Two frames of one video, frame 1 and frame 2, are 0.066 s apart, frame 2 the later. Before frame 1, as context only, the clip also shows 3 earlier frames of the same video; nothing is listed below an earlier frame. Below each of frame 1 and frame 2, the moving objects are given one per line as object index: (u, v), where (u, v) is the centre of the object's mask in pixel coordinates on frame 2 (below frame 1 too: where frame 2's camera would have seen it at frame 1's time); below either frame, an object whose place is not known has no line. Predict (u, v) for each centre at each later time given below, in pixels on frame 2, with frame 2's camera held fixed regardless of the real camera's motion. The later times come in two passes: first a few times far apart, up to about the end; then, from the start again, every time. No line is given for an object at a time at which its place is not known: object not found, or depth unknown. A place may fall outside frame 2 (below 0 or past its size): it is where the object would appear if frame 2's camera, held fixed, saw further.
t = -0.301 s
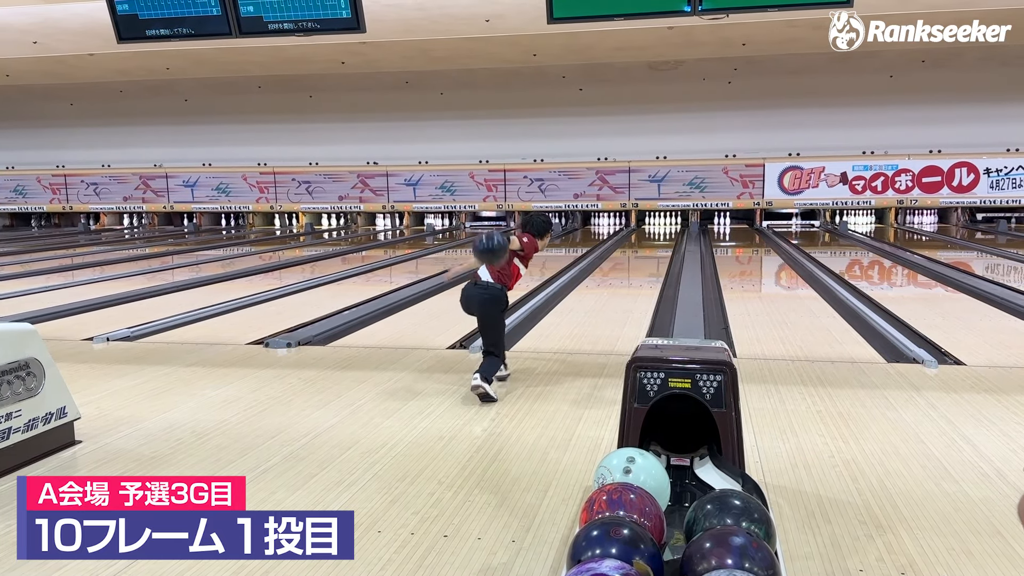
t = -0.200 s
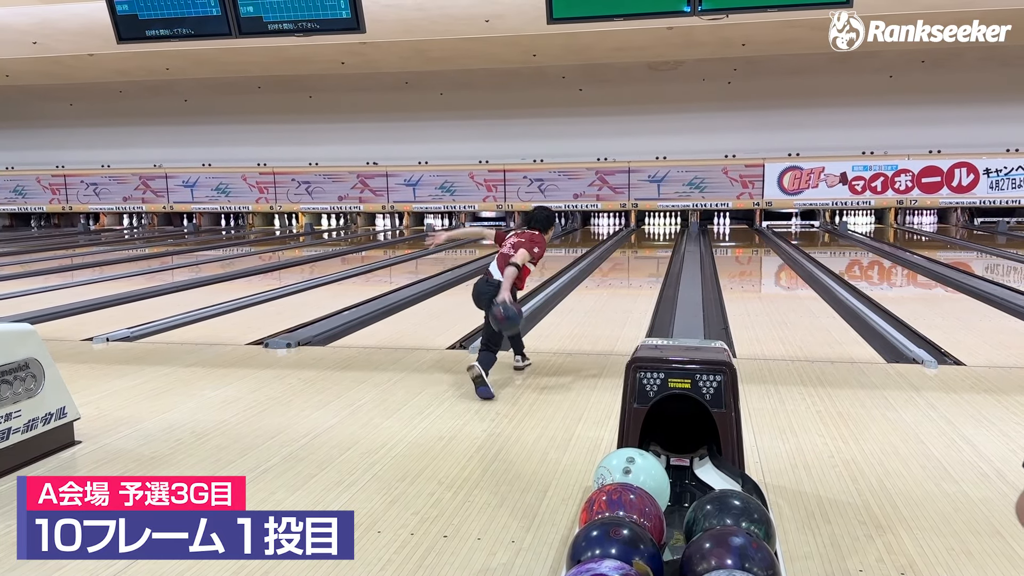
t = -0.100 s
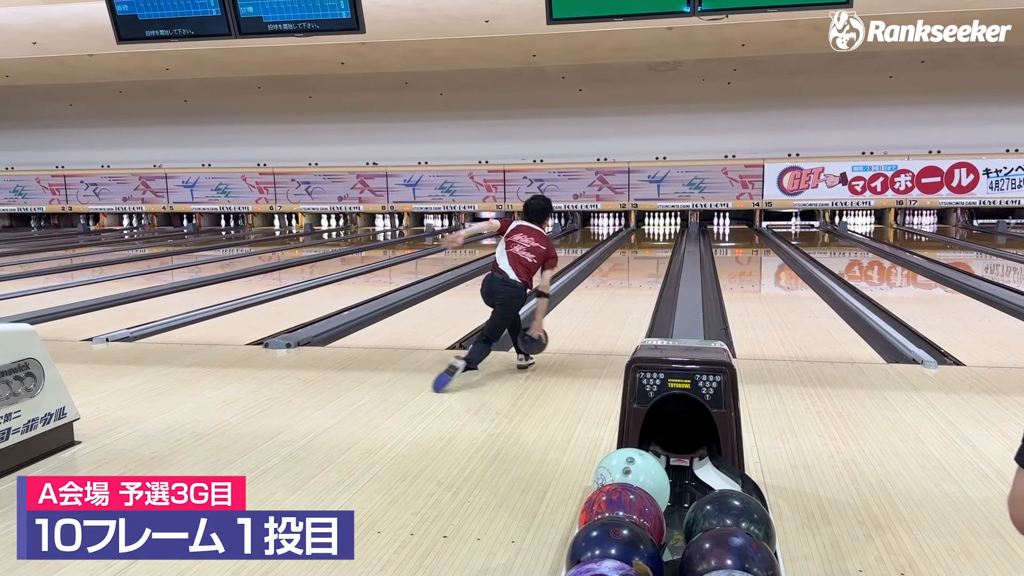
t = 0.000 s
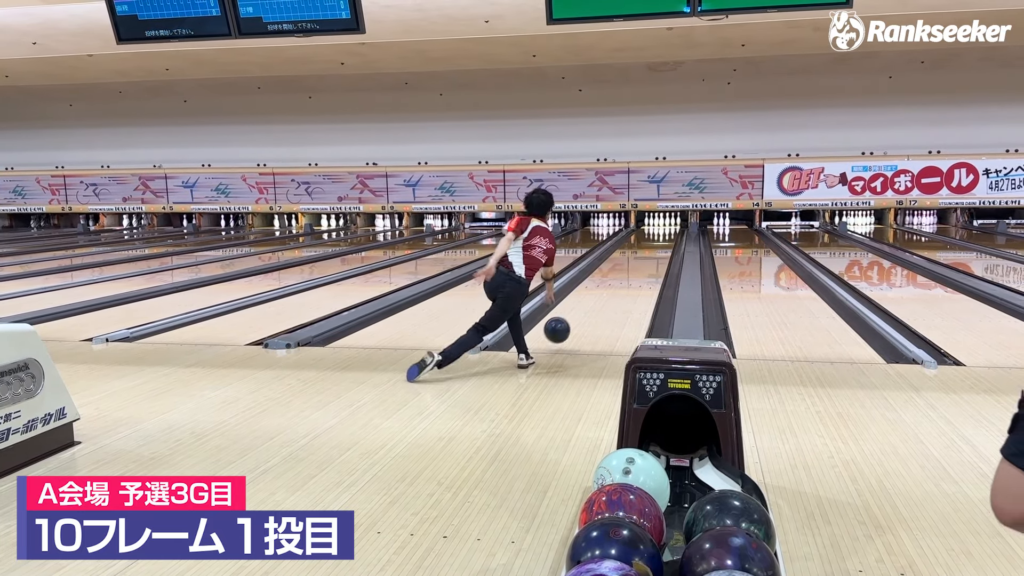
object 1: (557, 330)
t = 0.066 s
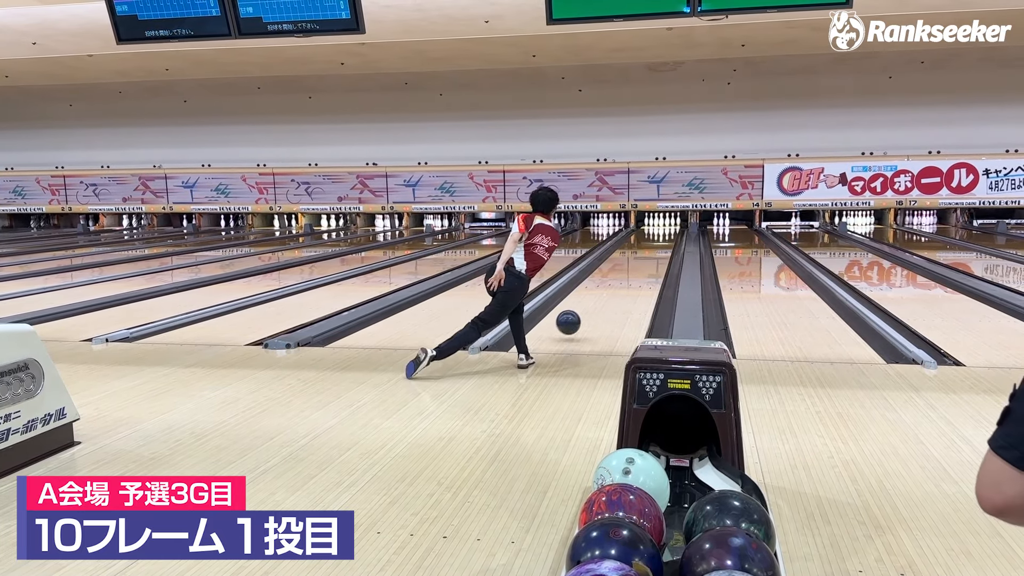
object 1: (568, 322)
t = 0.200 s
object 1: (587, 310)
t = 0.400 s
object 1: (607, 291)
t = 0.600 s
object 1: (623, 276)
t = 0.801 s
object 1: (634, 265)
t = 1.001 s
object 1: (643, 256)
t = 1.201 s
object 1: (650, 248)
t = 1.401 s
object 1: (655, 242)
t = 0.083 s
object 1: (571, 321)
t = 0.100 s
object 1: (574, 321)
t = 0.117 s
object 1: (576, 320)
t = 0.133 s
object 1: (578, 319)
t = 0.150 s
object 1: (581, 316)
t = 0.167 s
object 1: (583, 314)
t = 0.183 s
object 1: (585, 312)
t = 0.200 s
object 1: (587, 310)
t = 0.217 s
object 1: (589, 309)
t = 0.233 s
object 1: (591, 307)
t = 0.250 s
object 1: (593, 305)
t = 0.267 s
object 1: (595, 303)
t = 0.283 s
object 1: (596, 302)
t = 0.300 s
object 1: (598, 300)
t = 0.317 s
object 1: (600, 298)
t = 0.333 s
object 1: (601, 297)
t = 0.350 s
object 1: (603, 295)
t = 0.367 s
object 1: (605, 294)
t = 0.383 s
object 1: (606, 292)
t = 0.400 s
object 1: (607, 291)
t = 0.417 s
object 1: (609, 289)
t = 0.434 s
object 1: (610, 288)
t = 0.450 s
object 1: (612, 287)
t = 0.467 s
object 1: (613, 285)
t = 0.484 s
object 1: (614, 284)
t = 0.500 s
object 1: (616, 283)
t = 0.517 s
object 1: (617, 282)
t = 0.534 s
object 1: (618, 280)
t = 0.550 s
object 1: (619, 279)
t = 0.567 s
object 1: (620, 278)
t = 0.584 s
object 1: (622, 277)
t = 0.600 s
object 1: (623, 276)
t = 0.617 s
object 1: (624, 275)
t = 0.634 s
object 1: (625, 274)
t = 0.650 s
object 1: (626, 273)
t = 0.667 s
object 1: (627, 272)
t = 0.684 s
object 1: (628, 271)
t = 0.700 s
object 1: (629, 270)
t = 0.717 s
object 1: (630, 270)
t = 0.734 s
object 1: (631, 269)
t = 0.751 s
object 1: (632, 268)
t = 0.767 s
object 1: (632, 267)
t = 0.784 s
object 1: (633, 266)
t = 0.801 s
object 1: (634, 265)
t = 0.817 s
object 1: (635, 264)
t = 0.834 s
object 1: (636, 263)
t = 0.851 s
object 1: (636, 262)
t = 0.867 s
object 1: (637, 262)
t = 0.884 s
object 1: (638, 261)
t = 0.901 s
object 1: (639, 260)
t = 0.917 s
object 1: (639, 259)
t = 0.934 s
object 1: (640, 259)
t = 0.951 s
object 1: (641, 258)
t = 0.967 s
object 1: (641, 257)
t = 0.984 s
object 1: (642, 256)
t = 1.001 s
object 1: (643, 256)
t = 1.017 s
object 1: (644, 255)
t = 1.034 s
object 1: (644, 254)
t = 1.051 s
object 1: (645, 254)
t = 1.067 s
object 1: (645, 253)
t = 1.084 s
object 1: (646, 252)
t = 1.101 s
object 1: (647, 252)
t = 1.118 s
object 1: (647, 251)
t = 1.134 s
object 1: (648, 251)
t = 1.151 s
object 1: (648, 250)
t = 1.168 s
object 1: (649, 250)
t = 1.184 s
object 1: (649, 249)
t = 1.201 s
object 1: (650, 248)
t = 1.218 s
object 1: (650, 248)
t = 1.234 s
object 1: (651, 247)
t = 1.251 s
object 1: (651, 247)
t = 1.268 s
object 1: (652, 246)
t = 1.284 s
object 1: (652, 245)
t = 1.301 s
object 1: (653, 245)
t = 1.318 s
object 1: (653, 245)
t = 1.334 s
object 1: (653, 244)
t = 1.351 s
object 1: (654, 244)
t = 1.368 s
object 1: (654, 243)
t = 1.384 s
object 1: (655, 243)
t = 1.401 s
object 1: (655, 242)
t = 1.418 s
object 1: (656, 242)
